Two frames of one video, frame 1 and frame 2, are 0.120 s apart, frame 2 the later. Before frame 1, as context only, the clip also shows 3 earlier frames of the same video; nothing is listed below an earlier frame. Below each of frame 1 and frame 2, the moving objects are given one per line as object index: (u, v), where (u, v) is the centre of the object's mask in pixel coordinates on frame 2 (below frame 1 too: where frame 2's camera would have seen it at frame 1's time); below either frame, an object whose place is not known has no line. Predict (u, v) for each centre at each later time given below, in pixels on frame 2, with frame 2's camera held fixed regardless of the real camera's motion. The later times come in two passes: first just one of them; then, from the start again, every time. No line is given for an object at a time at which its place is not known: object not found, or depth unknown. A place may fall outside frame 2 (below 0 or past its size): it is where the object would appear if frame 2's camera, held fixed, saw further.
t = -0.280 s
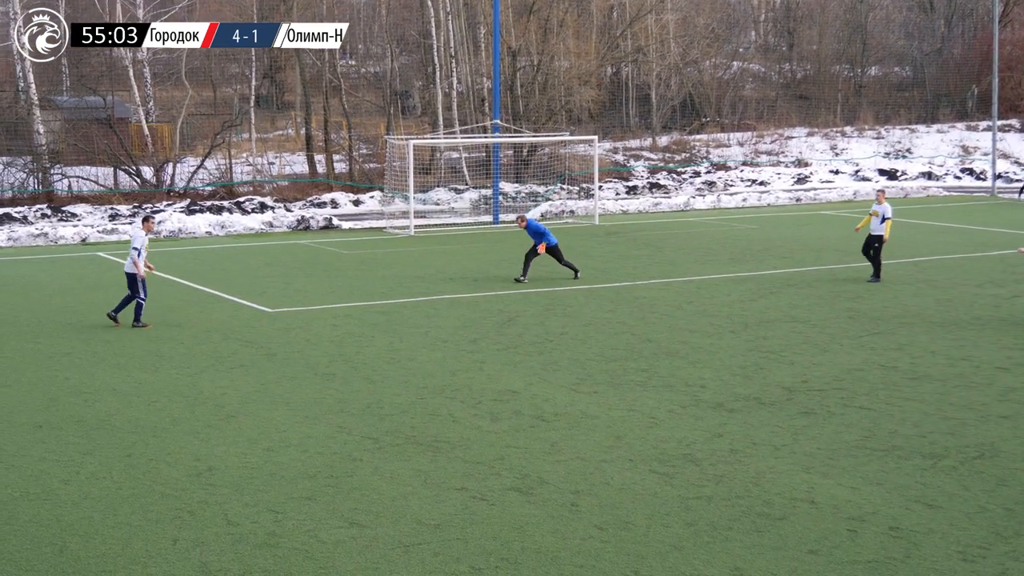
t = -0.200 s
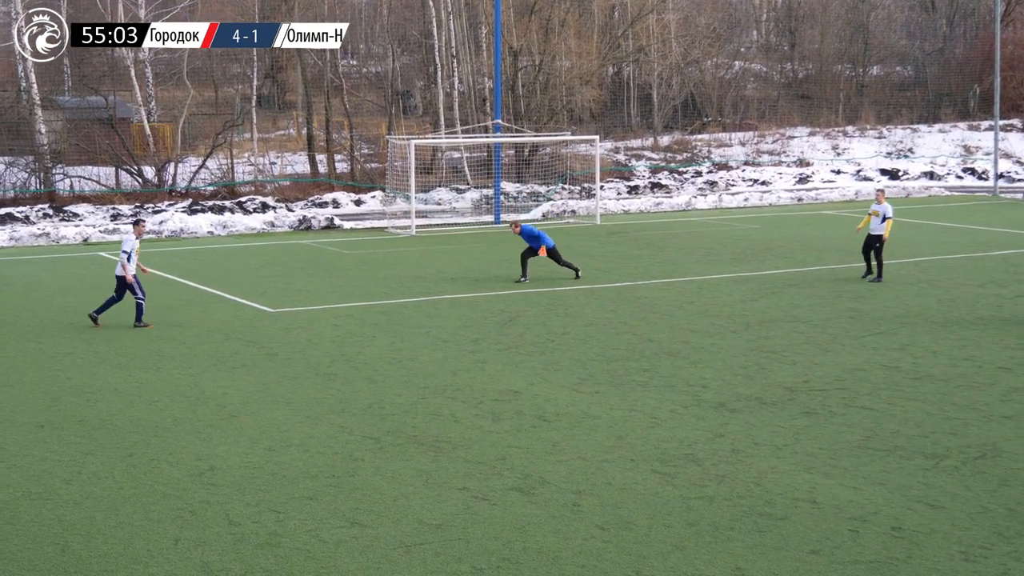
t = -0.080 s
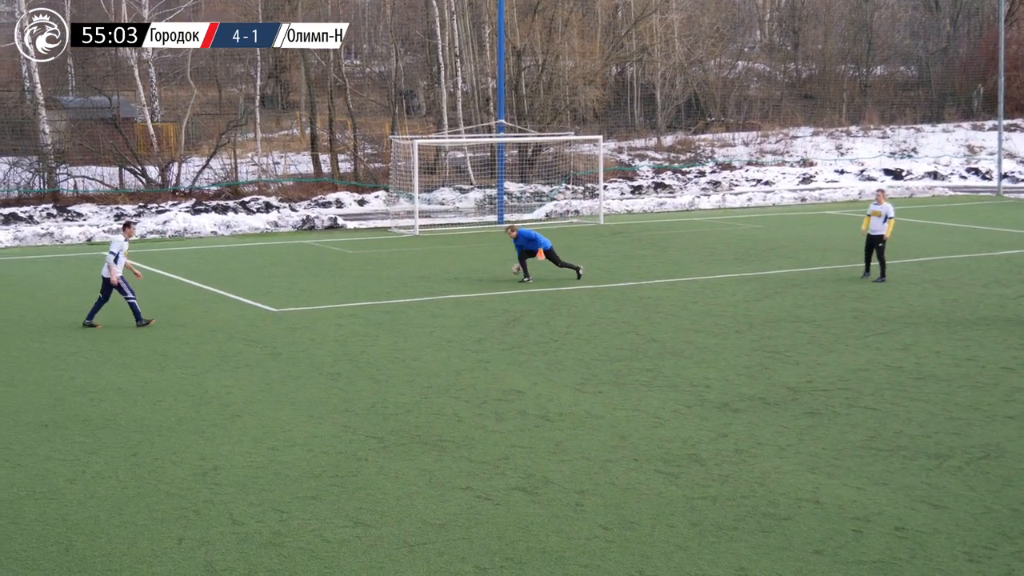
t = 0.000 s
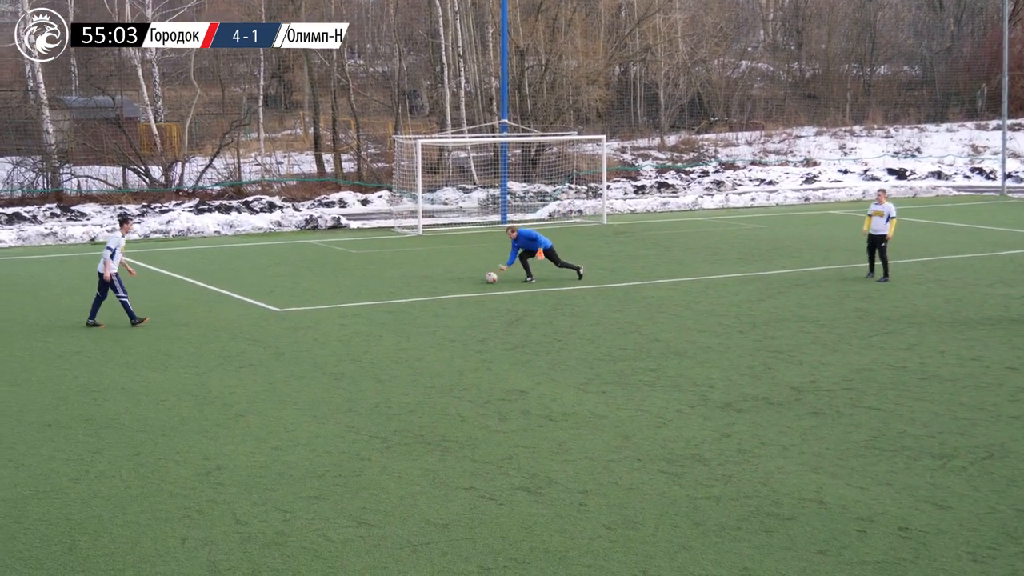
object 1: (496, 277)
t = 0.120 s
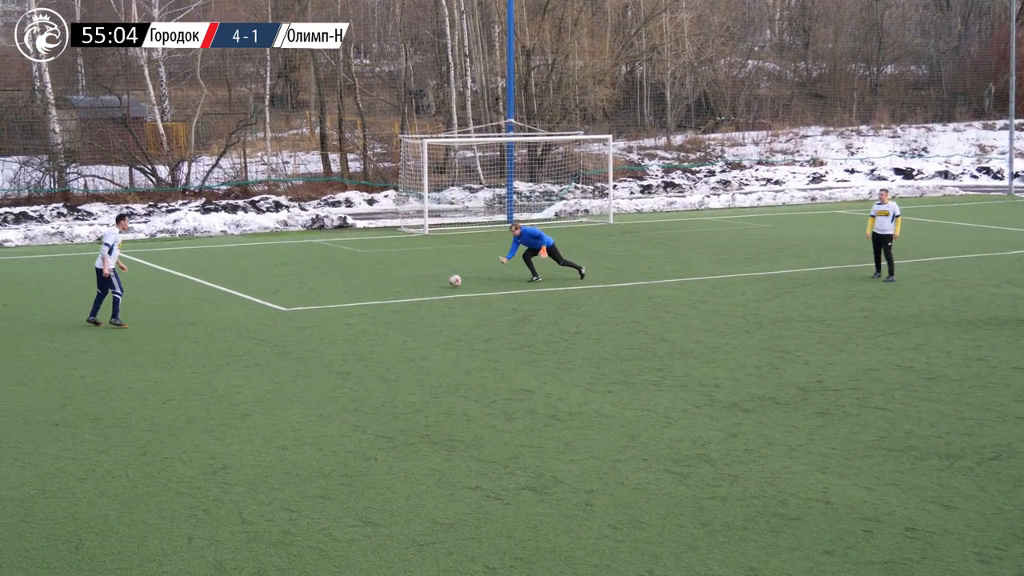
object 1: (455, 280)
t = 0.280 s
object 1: (401, 287)
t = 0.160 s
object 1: (441, 283)
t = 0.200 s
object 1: (427, 285)
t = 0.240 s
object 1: (414, 285)
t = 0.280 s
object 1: (401, 287)
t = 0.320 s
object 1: (388, 289)
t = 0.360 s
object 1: (375, 292)
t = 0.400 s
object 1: (363, 292)
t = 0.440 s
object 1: (352, 292)
